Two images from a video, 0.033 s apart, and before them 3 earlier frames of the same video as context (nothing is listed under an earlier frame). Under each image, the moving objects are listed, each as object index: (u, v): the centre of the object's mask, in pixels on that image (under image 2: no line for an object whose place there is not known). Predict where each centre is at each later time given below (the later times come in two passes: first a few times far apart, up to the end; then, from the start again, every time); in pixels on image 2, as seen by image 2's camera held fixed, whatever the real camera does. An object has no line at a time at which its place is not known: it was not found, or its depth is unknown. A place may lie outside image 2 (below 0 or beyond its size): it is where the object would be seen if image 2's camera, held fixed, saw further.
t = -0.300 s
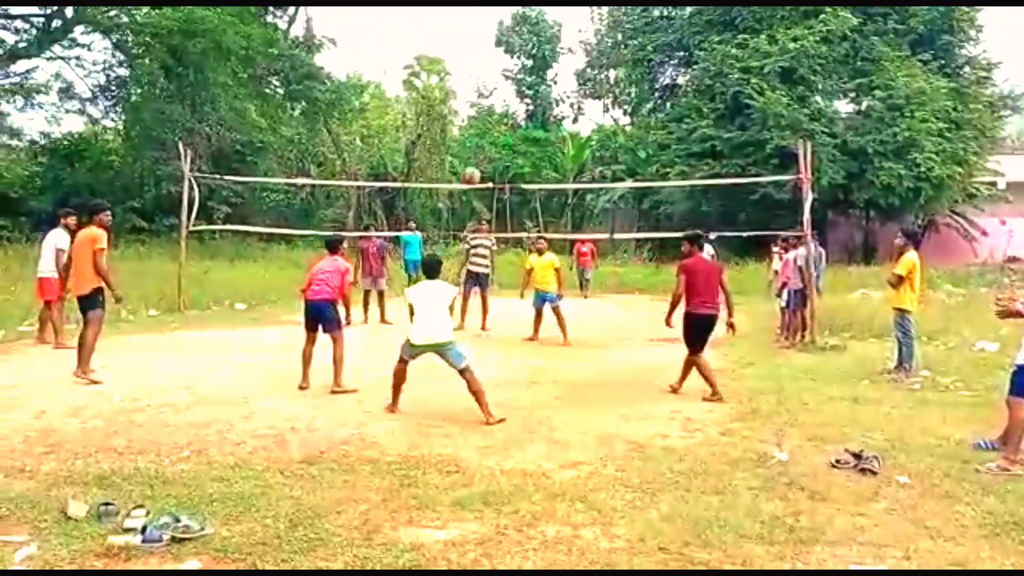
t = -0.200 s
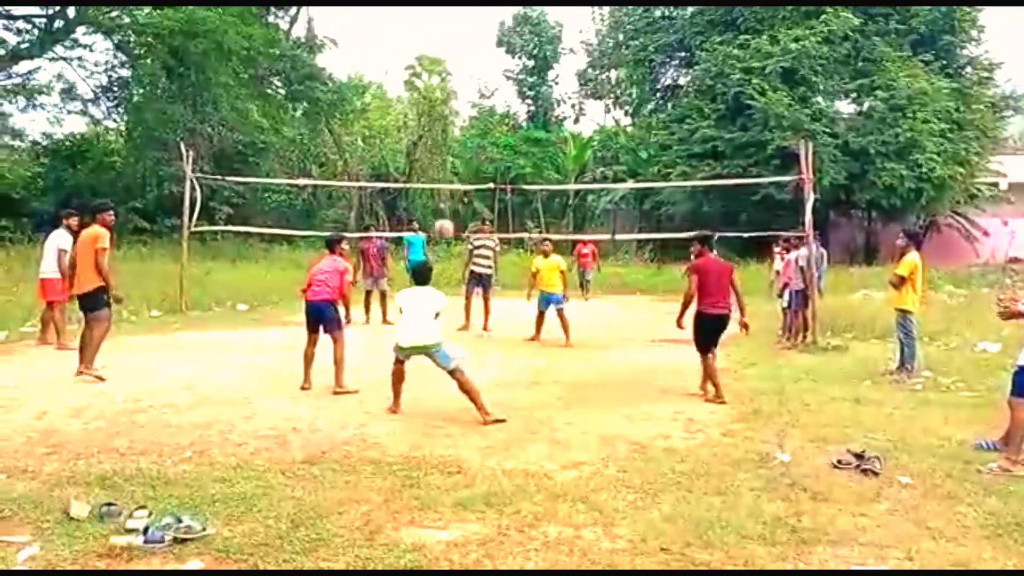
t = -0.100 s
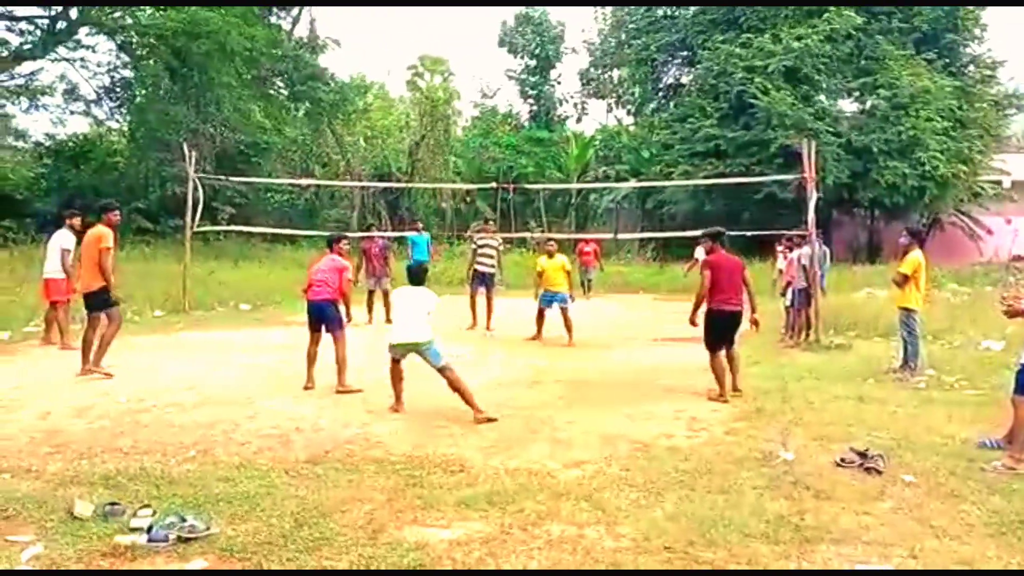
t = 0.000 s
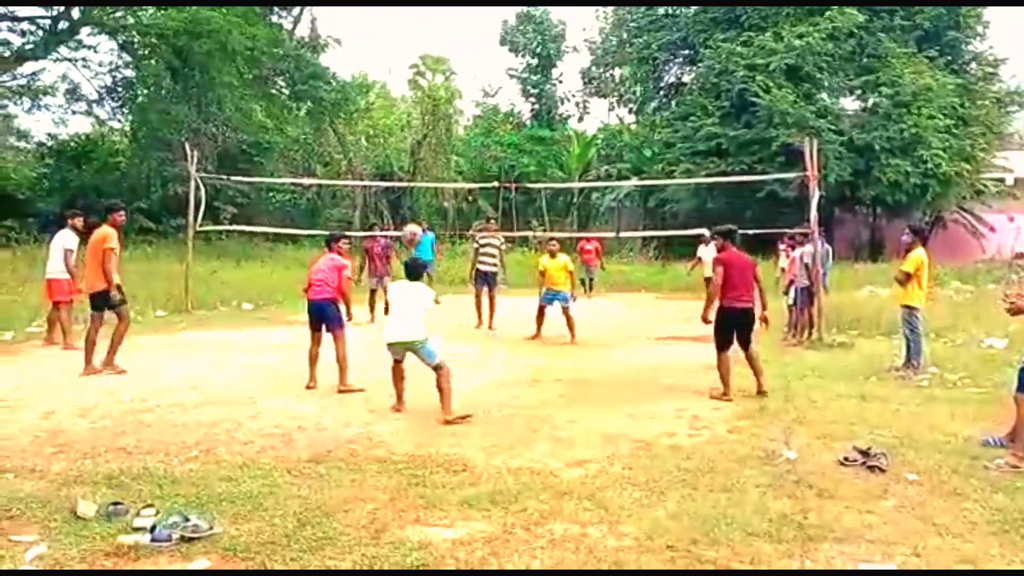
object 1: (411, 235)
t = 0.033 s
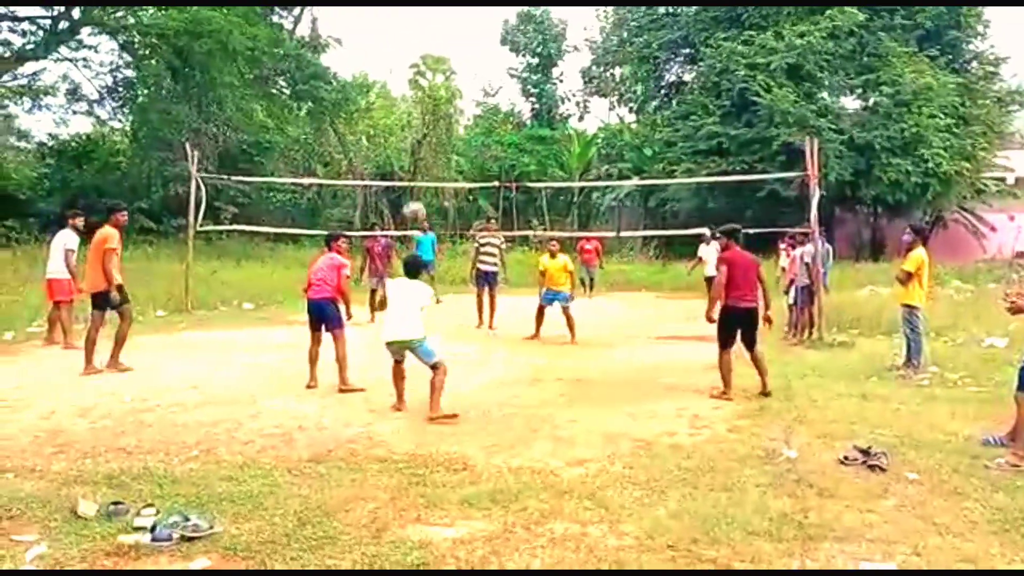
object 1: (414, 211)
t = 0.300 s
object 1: (418, 85)
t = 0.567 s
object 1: (425, 30)
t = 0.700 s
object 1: (428, 29)
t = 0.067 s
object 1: (417, 191)
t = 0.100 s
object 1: (417, 172)
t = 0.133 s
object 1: (418, 151)
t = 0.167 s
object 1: (418, 136)
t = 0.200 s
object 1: (420, 121)
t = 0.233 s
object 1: (417, 106)
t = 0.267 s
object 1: (417, 98)
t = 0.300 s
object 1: (418, 85)
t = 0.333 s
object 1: (420, 74)
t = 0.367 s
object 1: (421, 65)
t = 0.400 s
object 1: (422, 56)
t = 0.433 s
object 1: (423, 48)
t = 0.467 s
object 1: (423, 42)
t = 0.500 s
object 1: (424, 36)
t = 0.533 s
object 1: (425, 33)
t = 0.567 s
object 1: (425, 30)
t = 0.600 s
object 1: (426, 28)
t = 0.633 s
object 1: (427, 27)
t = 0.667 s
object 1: (427, 27)
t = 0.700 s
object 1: (428, 29)
